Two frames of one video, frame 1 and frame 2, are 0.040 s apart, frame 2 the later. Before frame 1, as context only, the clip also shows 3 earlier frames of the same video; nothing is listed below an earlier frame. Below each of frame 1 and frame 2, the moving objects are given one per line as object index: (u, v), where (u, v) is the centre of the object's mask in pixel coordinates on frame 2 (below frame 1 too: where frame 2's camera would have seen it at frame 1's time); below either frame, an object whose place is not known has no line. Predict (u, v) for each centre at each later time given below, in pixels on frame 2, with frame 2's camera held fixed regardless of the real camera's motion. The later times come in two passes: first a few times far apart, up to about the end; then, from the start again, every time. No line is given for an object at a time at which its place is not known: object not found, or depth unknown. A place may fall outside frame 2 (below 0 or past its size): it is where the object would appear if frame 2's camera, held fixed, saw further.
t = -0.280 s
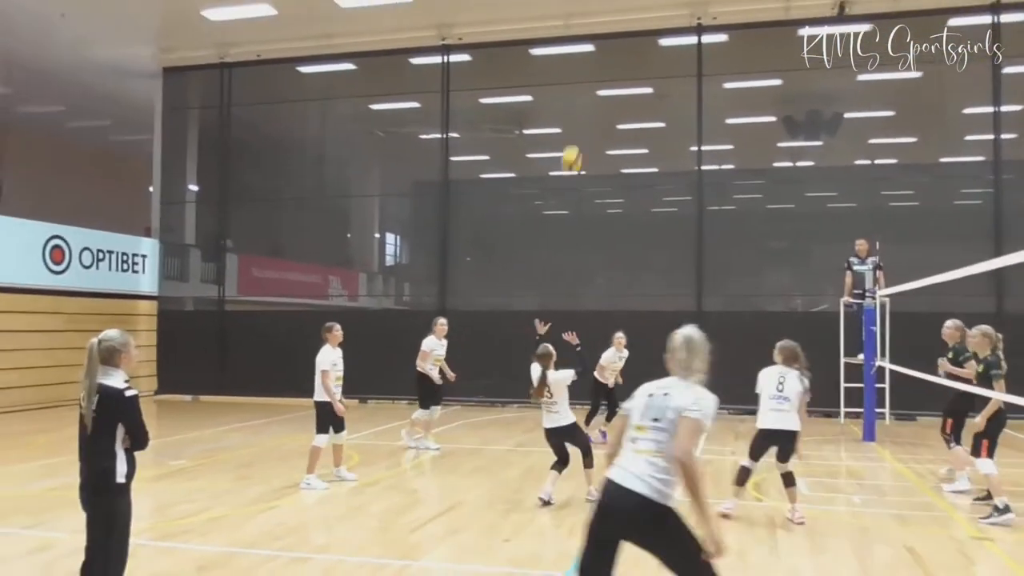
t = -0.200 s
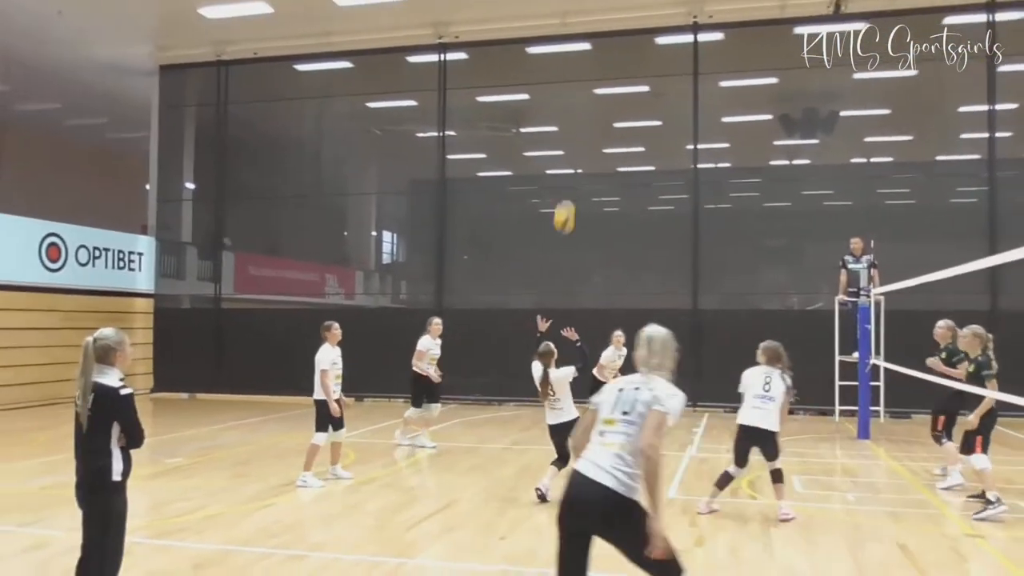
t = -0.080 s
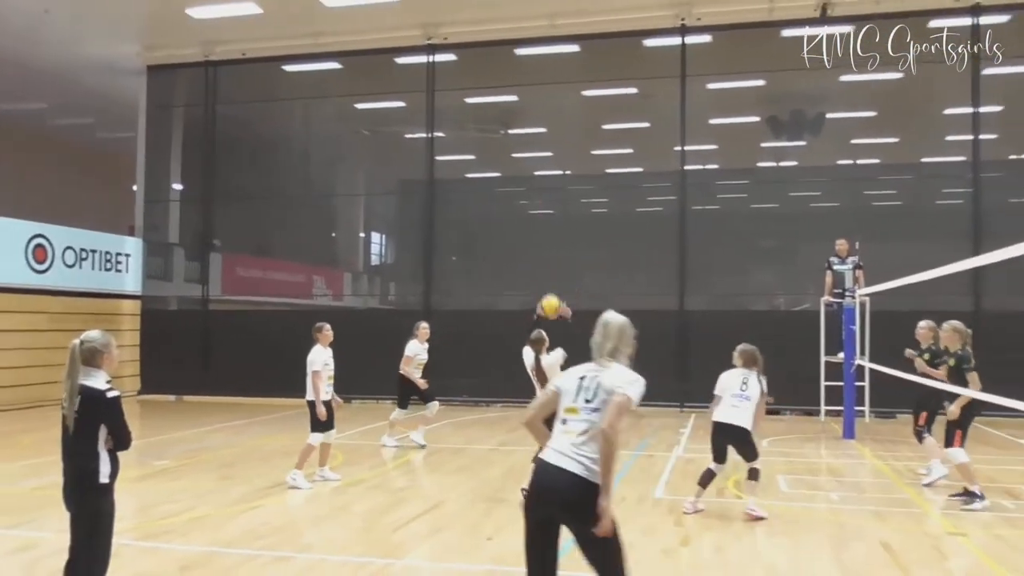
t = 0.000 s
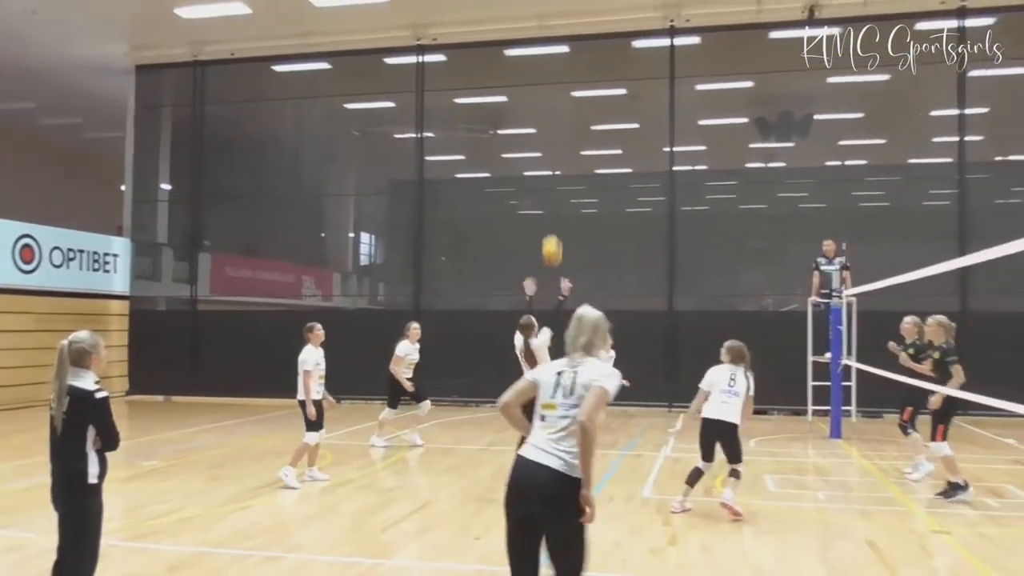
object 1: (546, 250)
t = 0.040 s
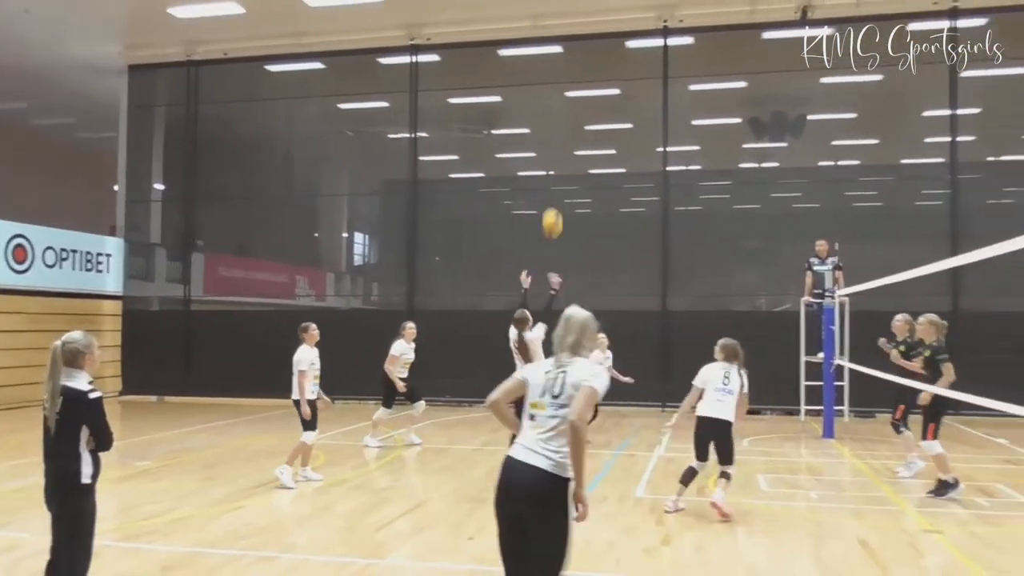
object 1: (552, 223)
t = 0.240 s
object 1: (581, 119)
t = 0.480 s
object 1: (608, 53)
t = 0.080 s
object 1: (558, 198)
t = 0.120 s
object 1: (565, 174)
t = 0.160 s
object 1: (570, 155)
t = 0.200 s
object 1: (576, 136)
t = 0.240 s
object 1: (581, 119)
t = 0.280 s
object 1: (586, 105)
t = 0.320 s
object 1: (591, 90)
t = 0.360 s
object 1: (596, 78)
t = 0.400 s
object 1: (600, 68)
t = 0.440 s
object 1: (605, 60)
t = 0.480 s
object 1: (608, 53)
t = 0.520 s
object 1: (612, 48)
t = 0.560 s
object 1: (616, 45)
